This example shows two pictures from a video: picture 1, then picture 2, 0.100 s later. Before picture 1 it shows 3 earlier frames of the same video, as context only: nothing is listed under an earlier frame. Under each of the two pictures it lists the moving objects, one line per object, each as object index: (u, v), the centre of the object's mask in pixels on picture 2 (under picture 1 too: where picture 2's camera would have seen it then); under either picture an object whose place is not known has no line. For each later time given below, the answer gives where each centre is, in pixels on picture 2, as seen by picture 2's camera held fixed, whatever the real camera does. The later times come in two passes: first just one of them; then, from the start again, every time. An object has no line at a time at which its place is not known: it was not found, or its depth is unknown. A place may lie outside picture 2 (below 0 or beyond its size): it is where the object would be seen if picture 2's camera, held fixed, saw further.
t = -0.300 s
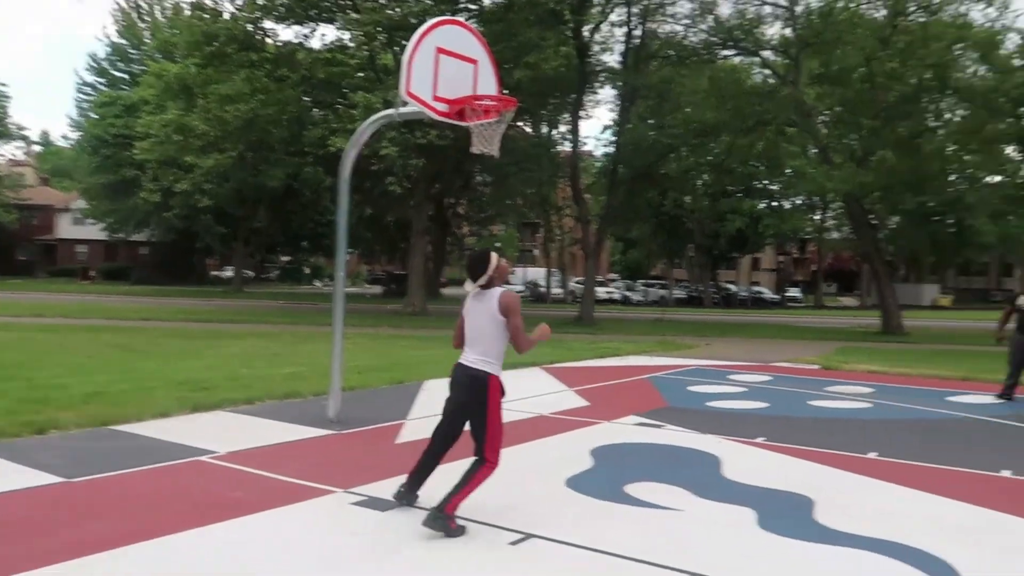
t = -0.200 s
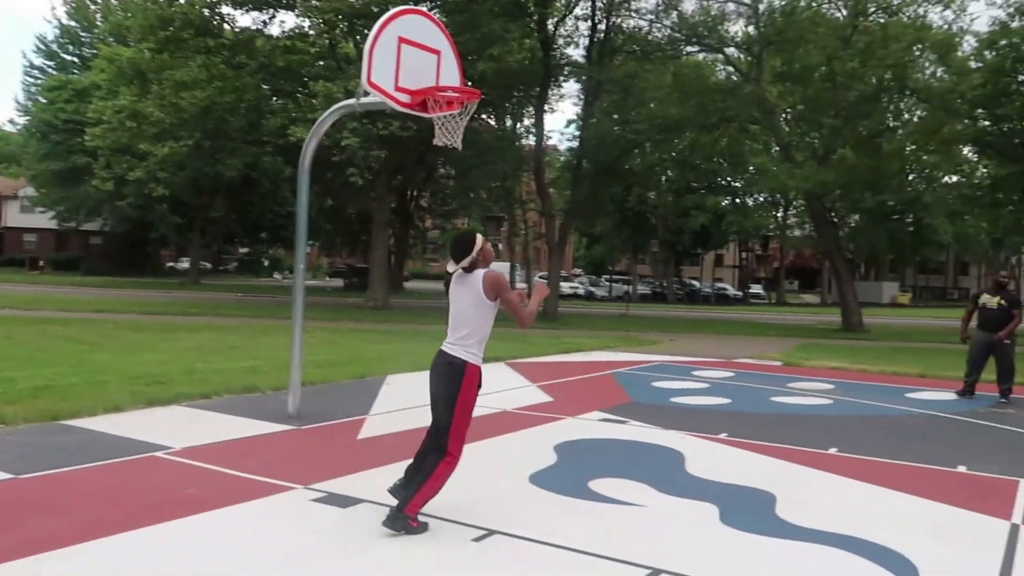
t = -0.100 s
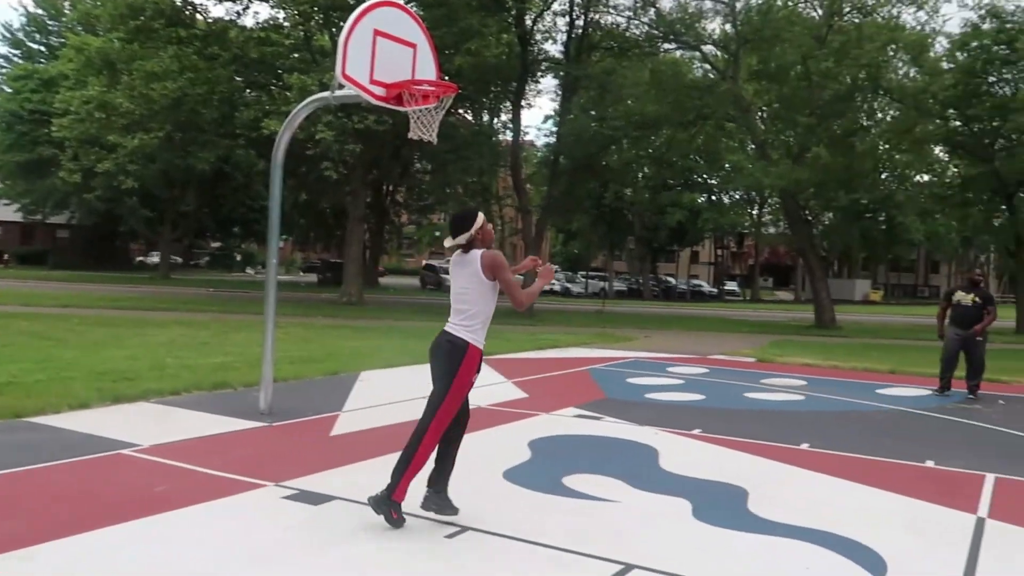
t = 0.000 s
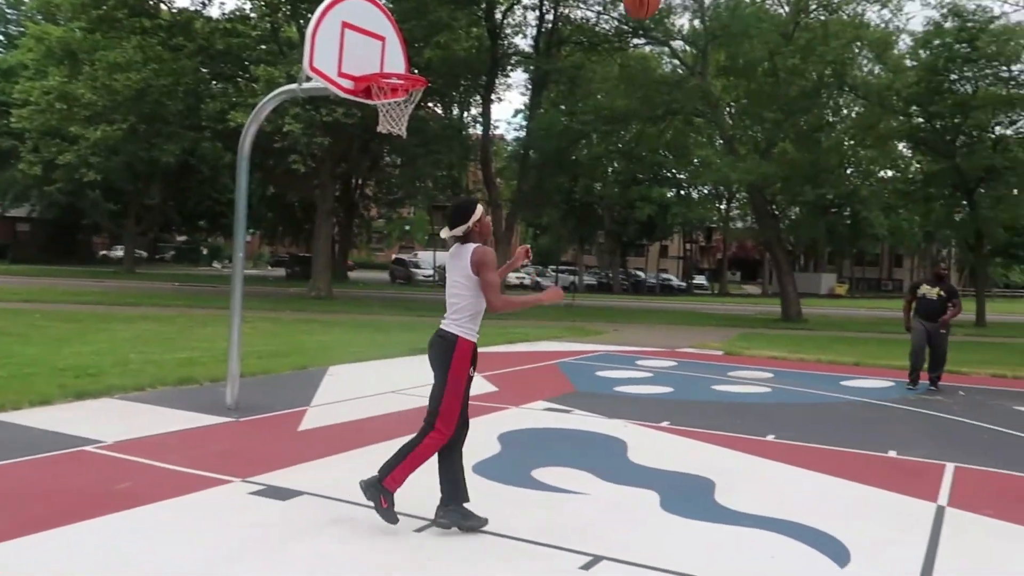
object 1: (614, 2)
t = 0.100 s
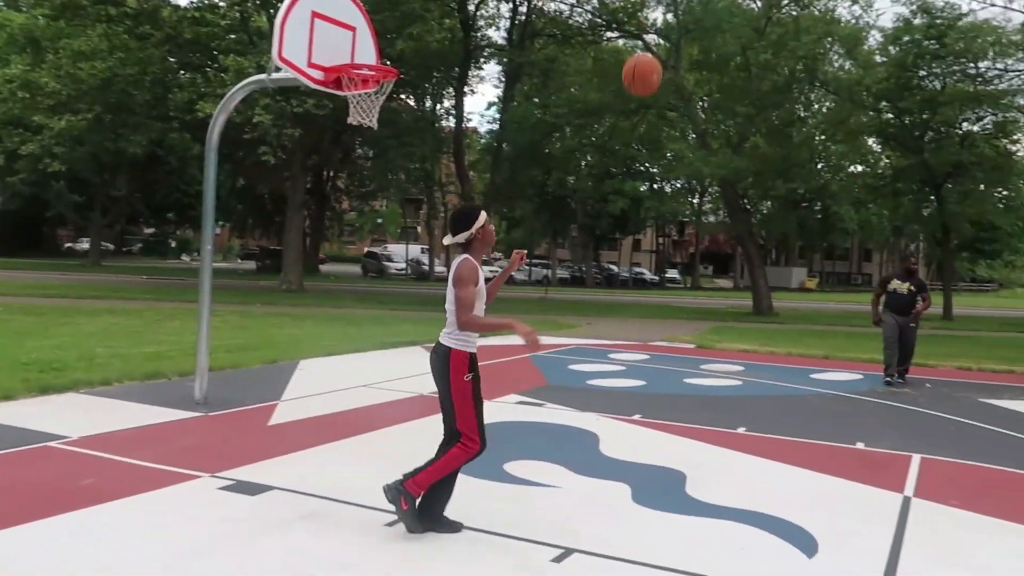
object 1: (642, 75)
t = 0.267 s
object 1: (688, 260)
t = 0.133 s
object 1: (651, 106)
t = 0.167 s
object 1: (659, 140)
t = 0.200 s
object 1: (668, 178)
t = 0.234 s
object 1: (678, 218)
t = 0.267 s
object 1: (688, 260)
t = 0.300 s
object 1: (698, 307)
